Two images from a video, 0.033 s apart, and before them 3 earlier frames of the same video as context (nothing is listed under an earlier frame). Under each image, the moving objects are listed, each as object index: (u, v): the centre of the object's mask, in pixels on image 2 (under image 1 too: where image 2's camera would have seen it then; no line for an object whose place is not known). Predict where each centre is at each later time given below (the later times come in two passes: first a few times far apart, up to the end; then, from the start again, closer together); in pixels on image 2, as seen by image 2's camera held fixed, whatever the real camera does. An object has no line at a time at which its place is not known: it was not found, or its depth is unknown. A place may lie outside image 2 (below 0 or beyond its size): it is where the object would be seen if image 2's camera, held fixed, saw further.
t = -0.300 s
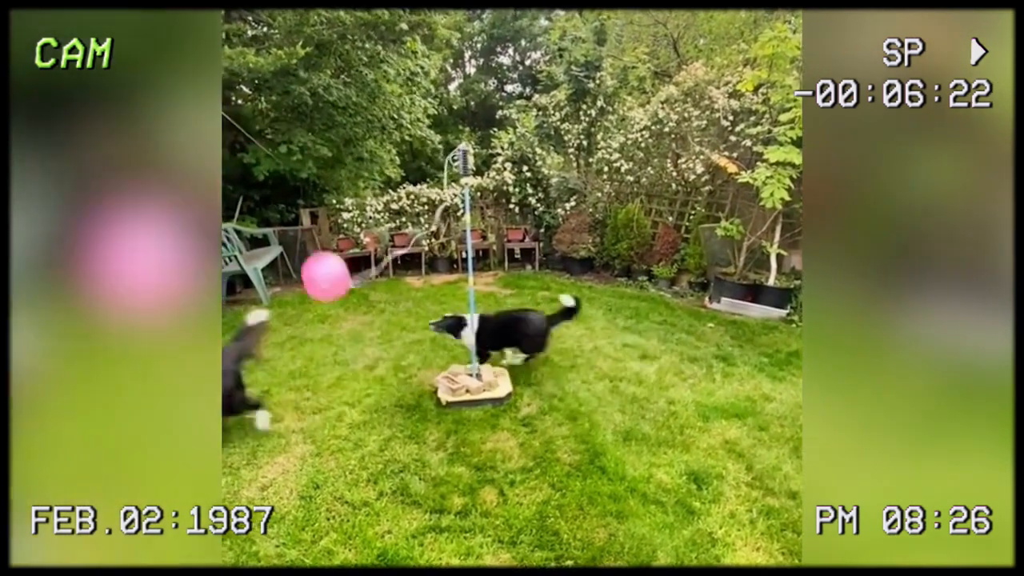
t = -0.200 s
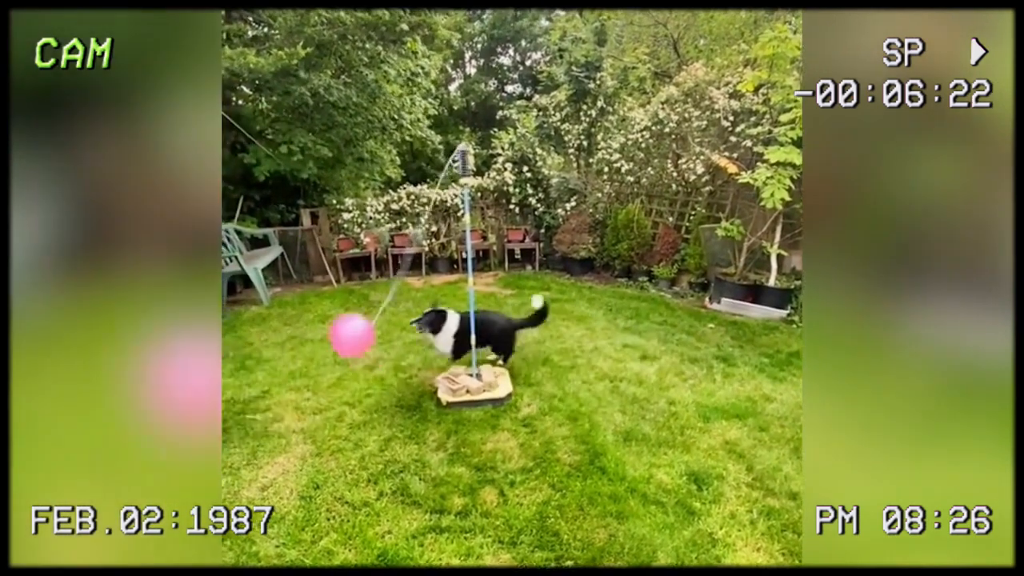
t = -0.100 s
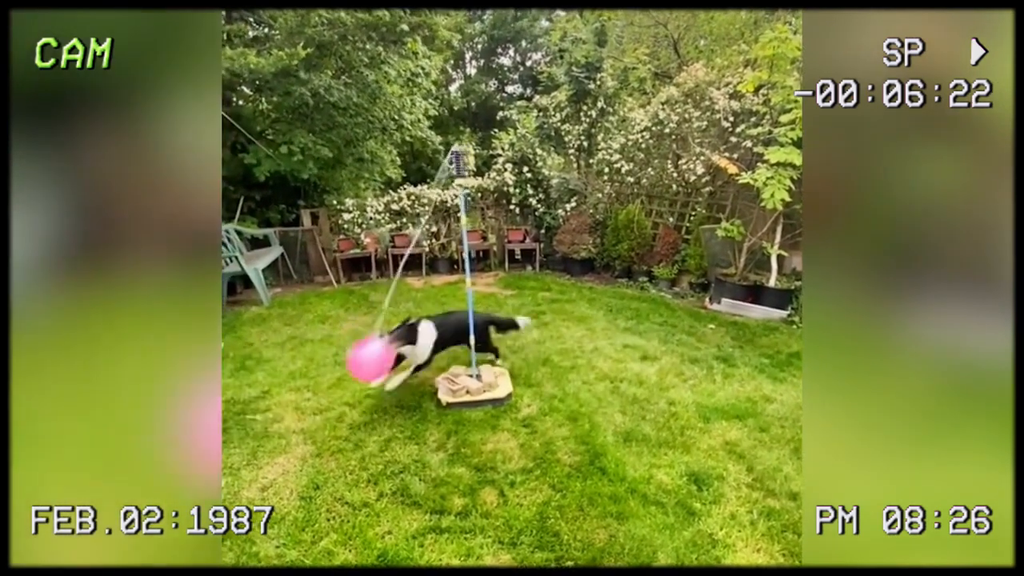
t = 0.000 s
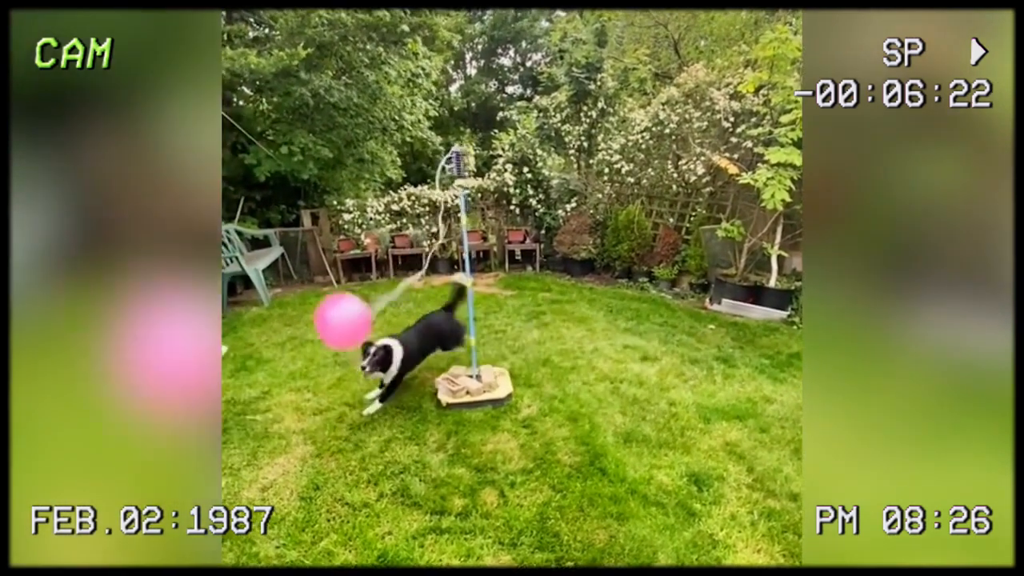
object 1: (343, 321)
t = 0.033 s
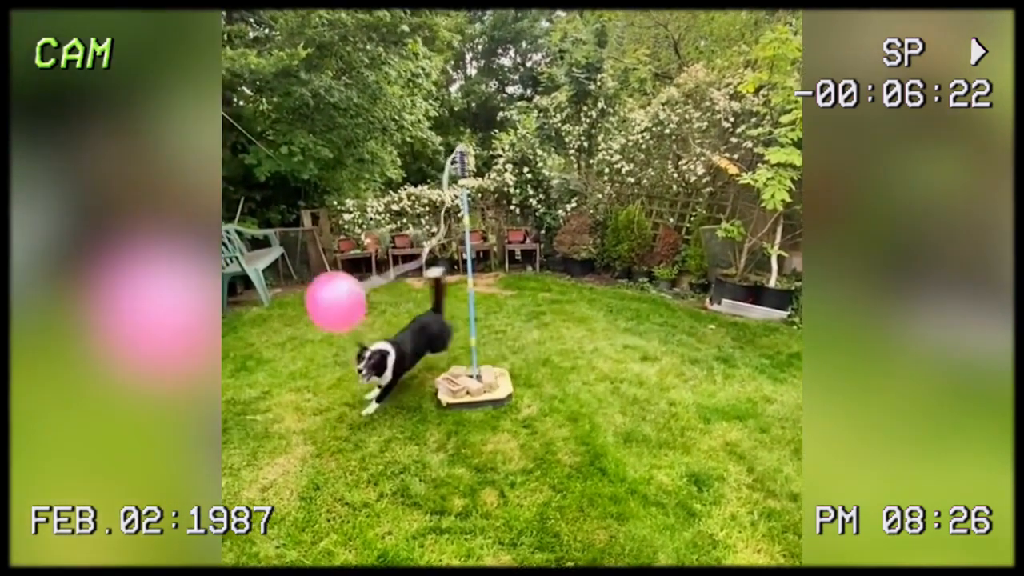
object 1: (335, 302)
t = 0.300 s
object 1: (340, 141)
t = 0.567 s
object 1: (455, 72)
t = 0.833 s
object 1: (561, 220)
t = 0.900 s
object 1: (576, 265)
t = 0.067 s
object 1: (328, 282)
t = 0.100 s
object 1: (322, 262)
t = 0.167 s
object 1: (320, 215)
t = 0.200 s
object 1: (324, 190)
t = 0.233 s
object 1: (330, 164)
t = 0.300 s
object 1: (340, 141)
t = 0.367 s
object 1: (364, 101)
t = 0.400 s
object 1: (378, 86)
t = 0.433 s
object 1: (392, 75)
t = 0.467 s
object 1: (407, 68)
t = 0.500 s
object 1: (423, 65)
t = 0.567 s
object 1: (455, 72)
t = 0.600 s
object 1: (484, 91)
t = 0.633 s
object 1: (498, 105)
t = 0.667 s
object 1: (509, 119)
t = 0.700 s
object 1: (522, 138)
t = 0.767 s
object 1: (544, 175)
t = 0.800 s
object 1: (553, 198)
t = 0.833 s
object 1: (561, 220)
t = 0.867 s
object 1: (569, 243)
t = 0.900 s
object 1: (576, 265)
